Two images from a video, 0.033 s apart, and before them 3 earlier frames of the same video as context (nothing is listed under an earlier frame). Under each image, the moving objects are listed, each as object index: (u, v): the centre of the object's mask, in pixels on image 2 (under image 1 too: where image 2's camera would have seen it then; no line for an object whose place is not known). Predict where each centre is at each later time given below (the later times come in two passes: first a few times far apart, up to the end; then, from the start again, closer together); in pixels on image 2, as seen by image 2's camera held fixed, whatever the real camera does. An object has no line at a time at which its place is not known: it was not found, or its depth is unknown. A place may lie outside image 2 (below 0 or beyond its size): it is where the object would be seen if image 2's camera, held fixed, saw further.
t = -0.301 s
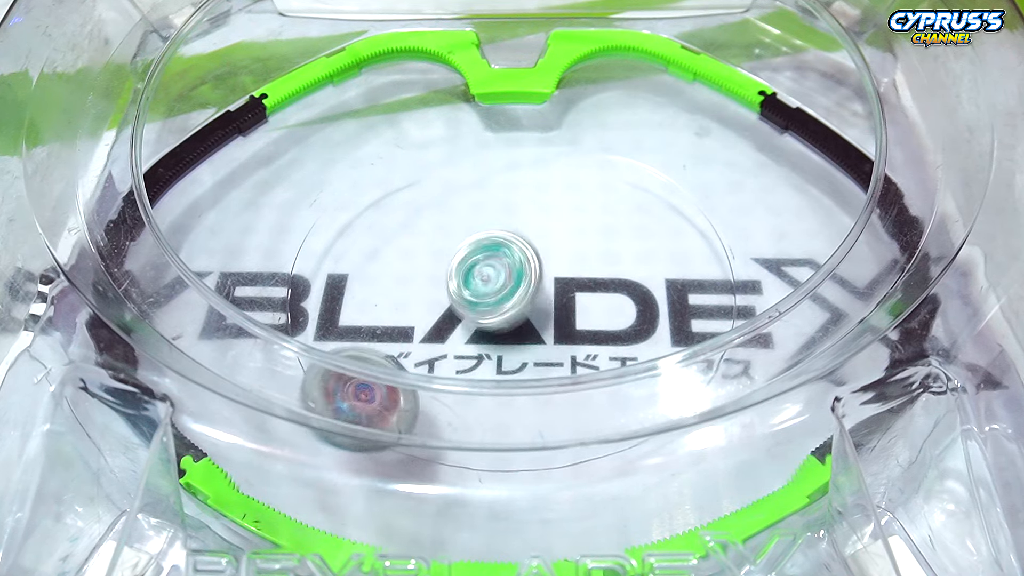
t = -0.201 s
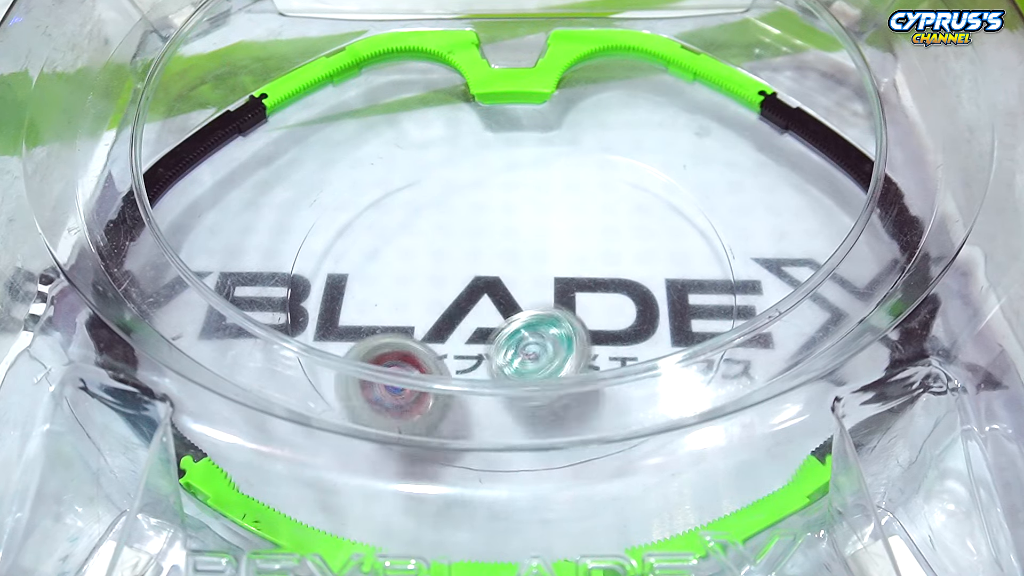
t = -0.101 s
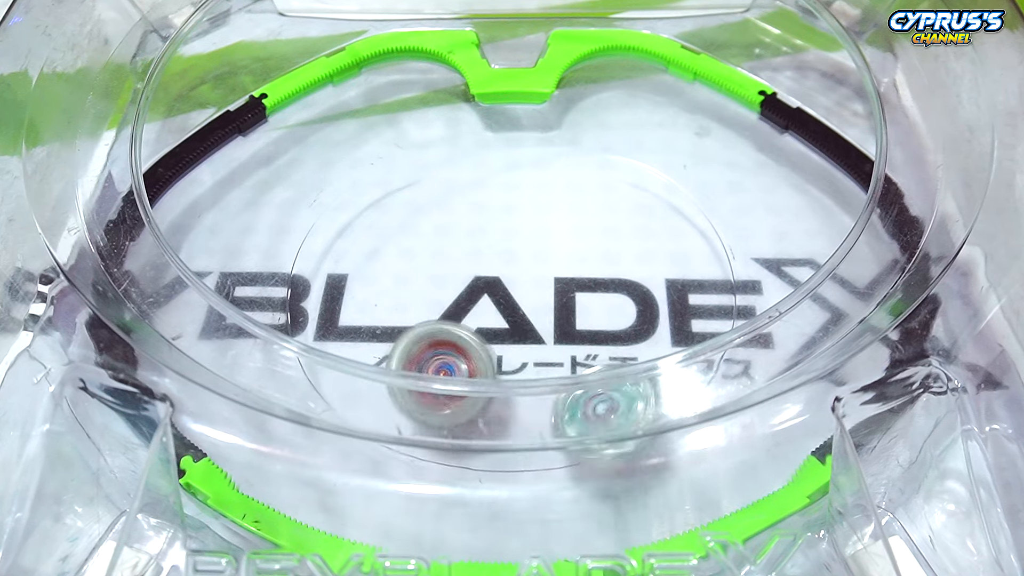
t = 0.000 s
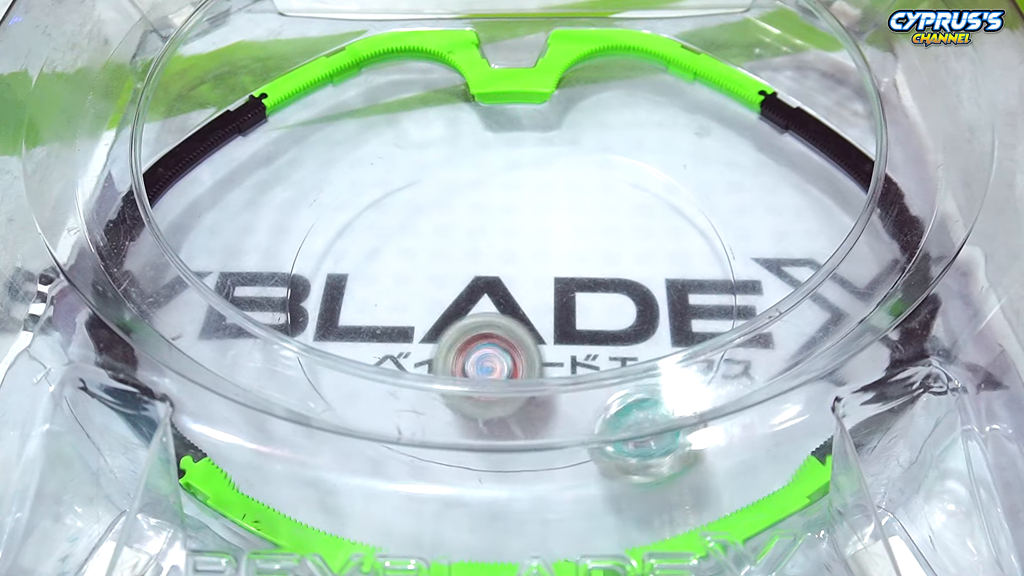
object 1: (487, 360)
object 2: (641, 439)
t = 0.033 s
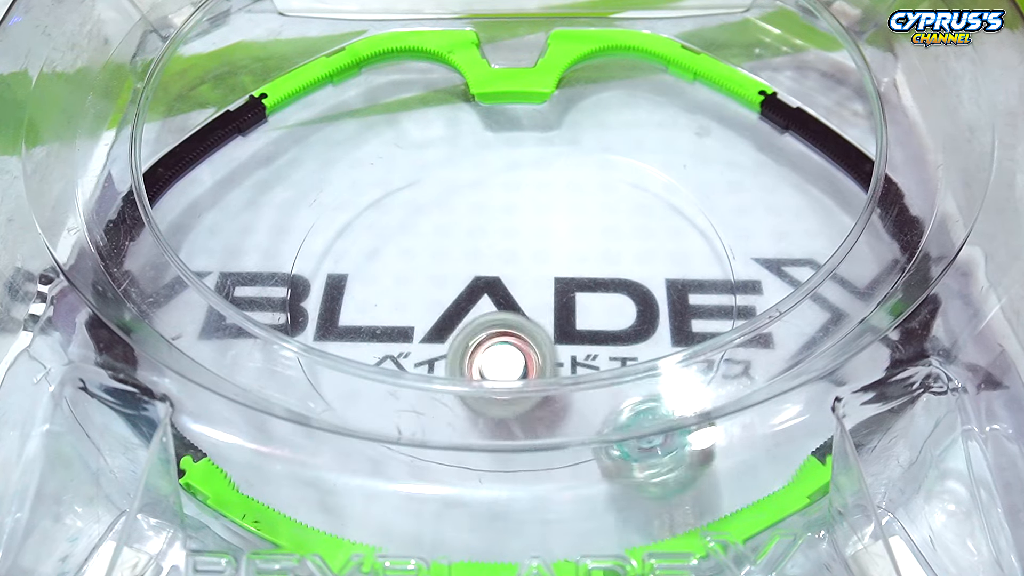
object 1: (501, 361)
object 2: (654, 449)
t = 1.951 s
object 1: (606, 247)
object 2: (432, 308)
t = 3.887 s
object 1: (456, 222)
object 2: (547, 310)
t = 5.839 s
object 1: (474, 311)
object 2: (560, 249)
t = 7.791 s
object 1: (569, 323)
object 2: (446, 262)
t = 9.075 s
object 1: (601, 276)
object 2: (496, 227)
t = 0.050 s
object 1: (508, 361)
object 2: (659, 459)
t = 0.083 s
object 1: (521, 358)
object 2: (664, 473)
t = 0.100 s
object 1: (529, 349)
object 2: (665, 478)
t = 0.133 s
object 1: (541, 348)
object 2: (663, 488)
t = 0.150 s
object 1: (548, 348)
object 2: (665, 489)
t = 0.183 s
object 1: (560, 347)
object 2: (671, 460)
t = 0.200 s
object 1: (565, 357)
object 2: (651, 436)
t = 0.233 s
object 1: (568, 346)
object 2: (672, 393)
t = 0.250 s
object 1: (560, 342)
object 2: (687, 388)
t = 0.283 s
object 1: (548, 337)
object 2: (716, 356)
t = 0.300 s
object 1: (542, 333)
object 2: (714, 353)
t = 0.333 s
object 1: (534, 323)
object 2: (721, 337)
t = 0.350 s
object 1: (530, 319)
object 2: (720, 329)
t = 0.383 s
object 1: (526, 309)
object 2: (712, 313)
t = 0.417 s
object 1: (524, 299)
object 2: (710, 305)
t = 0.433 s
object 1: (524, 296)
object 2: (705, 300)
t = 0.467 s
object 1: (524, 286)
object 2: (686, 287)
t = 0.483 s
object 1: (524, 284)
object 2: (675, 280)
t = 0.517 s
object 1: (524, 279)
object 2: (647, 263)
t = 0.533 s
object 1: (523, 278)
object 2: (632, 253)
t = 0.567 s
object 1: (520, 276)
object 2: (607, 237)
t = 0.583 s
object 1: (517, 275)
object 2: (592, 227)
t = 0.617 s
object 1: (513, 271)
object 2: (565, 211)
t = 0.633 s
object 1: (511, 269)
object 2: (551, 201)
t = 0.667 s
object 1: (509, 266)
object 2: (525, 184)
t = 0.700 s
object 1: (508, 262)
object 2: (497, 168)
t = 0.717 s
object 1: (508, 260)
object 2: (487, 162)
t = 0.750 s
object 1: (506, 256)
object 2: (460, 143)
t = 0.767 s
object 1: (506, 253)
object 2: (446, 134)
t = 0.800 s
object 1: (506, 249)
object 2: (423, 121)
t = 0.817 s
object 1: (507, 247)
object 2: (409, 115)
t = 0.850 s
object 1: (509, 243)
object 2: (390, 105)
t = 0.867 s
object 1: (510, 241)
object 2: (380, 98)
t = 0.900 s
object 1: (513, 238)
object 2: (367, 88)
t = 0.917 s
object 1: (514, 237)
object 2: (361, 82)
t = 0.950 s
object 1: (517, 234)
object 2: (351, 76)
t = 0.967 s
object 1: (519, 232)
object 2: (347, 71)
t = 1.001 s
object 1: (523, 231)
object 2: (340, 64)
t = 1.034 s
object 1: (527, 230)
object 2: (336, 59)
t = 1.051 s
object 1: (529, 229)
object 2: (334, 56)
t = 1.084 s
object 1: (533, 229)
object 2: (329, 55)
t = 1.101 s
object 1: (534, 229)
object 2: (328, 63)
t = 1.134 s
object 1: (538, 230)
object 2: (331, 90)
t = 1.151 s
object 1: (540, 231)
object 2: (333, 96)
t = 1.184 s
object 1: (543, 233)
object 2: (337, 125)
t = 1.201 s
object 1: (544, 234)
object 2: (341, 133)
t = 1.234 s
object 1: (547, 237)
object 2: (347, 156)
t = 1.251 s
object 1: (548, 238)
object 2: (353, 170)
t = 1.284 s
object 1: (549, 241)
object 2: (366, 193)
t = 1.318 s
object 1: (549, 245)
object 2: (392, 219)
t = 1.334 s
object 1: (549, 247)
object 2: (402, 230)
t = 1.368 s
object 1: (548, 251)
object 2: (435, 246)
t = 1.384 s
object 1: (549, 253)
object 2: (448, 252)
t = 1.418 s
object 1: (581, 260)
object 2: (434, 257)
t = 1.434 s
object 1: (597, 259)
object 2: (427, 259)
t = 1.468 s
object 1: (625, 264)
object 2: (415, 260)
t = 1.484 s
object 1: (636, 265)
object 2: (411, 263)
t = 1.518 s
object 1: (650, 268)
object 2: (409, 267)
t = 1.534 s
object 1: (653, 269)
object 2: (410, 271)
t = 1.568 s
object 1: (651, 273)
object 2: (411, 276)
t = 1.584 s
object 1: (649, 273)
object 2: (411, 278)
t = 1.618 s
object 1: (644, 272)
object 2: (413, 283)
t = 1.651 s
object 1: (641, 270)
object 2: (416, 287)
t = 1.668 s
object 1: (640, 270)
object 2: (417, 289)
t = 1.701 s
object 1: (638, 269)
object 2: (419, 293)
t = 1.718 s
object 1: (636, 268)
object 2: (421, 294)
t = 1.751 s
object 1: (630, 267)
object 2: (422, 297)
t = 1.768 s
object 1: (628, 265)
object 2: (423, 298)
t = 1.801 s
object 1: (623, 262)
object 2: (424, 300)
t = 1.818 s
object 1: (621, 262)
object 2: (426, 301)
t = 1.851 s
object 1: (618, 258)
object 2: (427, 303)
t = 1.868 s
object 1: (617, 258)
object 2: (428, 304)
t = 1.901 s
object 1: (612, 254)
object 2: (430, 306)
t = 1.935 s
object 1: (608, 250)
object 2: (432, 307)
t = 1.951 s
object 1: (606, 247)
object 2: (432, 308)
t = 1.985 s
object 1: (604, 243)
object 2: (434, 309)
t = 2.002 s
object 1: (603, 240)
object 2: (435, 309)
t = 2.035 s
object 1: (601, 235)
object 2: (437, 311)
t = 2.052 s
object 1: (600, 233)
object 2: (438, 311)
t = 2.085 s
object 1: (599, 228)
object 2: (440, 313)
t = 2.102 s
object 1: (598, 226)
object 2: (440, 313)
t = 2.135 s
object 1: (597, 222)
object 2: (443, 314)
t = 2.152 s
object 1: (596, 219)
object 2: (443, 315)
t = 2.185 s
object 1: (596, 215)
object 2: (445, 316)
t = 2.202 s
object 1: (596, 213)
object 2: (446, 316)
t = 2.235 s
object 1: (596, 209)
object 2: (448, 317)
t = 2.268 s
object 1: (596, 205)
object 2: (450, 318)
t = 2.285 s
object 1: (596, 204)
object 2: (451, 319)
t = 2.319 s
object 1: (596, 201)
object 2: (454, 319)
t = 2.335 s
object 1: (596, 201)
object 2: (455, 319)
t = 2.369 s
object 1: (595, 200)
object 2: (457, 320)
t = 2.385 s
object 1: (595, 199)
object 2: (458, 321)
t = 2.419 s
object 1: (594, 198)
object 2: (460, 321)
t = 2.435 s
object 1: (594, 198)
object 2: (461, 321)
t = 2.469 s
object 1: (594, 199)
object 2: (464, 322)
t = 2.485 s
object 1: (593, 199)
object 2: (465, 322)
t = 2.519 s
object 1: (590, 201)
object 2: (467, 322)
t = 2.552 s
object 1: (587, 202)
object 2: (469, 323)
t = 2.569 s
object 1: (585, 203)
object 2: (471, 323)
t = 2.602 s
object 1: (582, 205)
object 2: (473, 323)
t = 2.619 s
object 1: (580, 206)
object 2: (475, 323)
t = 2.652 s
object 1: (575, 208)
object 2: (477, 324)
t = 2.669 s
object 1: (573, 209)
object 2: (478, 324)
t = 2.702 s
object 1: (567, 210)
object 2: (481, 325)
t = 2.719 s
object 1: (564, 210)
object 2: (482, 324)
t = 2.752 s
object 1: (559, 211)
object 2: (484, 325)
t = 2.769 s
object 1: (556, 210)
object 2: (486, 325)
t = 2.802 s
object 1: (551, 210)
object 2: (488, 325)
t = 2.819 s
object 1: (548, 210)
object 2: (489, 325)
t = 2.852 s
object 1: (542, 209)
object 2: (491, 326)
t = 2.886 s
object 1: (537, 208)
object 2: (493, 325)
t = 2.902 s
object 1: (534, 207)
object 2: (494, 326)
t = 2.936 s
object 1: (530, 205)
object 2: (496, 326)
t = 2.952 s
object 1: (528, 204)
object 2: (497, 326)
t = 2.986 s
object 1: (523, 202)
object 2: (499, 326)
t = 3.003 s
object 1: (521, 200)
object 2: (500, 325)
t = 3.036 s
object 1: (517, 197)
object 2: (502, 325)
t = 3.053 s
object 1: (516, 196)
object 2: (503, 325)
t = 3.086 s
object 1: (513, 193)
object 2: (506, 325)
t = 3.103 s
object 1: (512, 192)
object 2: (506, 325)
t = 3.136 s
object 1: (510, 189)
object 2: (509, 325)
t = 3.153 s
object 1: (509, 188)
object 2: (510, 325)
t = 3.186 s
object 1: (508, 187)
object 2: (511, 324)
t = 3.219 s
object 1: (506, 185)
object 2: (513, 324)
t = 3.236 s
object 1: (506, 185)
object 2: (515, 324)
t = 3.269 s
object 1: (505, 184)
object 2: (516, 323)
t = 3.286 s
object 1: (504, 184)
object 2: (517, 323)
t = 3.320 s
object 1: (504, 184)
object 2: (519, 322)
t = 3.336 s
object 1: (505, 184)
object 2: (520, 323)
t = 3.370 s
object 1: (504, 186)
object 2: (521, 321)
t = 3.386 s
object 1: (504, 187)
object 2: (522, 321)
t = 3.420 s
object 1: (502, 190)
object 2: (524, 321)
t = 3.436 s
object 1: (501, 191)
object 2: (525, 321)
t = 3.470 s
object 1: (500, 193)
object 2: (527, 320)
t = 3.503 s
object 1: (499, 196)
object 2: (529, 319)
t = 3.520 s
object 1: (499, 198)
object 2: (529, 319)
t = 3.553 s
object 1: (496, 202)
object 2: (531, 318)
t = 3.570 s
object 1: (494, 204)
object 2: (533, 318)
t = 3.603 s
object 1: (491, 207)
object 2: (534, 317)
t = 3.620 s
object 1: (489, 209)
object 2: (535, 317)
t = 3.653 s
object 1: (486, 212)
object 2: (536, 316)
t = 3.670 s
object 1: (485, 213)
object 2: (537, 316)
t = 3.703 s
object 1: (481, 215)
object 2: (539, 315)
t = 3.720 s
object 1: (478, 216)
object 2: (539, 315)
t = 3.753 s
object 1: (474, 218)
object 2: (541, 314)
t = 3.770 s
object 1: (471, 219)
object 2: (542, 314)
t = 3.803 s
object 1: (467, 220)
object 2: (543, 313)
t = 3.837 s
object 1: (463, 222)
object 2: (545, 312)
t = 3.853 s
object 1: (461, 221)
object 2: (546, 312)
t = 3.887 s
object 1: (456, 222)
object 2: (547, 310)
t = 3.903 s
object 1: (454, 222)
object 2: (547, 311)
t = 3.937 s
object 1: (450, 222)
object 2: (548, 309)
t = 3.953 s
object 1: (448, 221)
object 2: (549, 309)
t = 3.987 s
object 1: (445, 220)
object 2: (550, 308)
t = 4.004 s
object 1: (443, 220)
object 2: (551, 308)
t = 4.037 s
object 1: (442, 219)
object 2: (552, 307)
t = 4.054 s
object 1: (441, 219)
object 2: (553, 307)
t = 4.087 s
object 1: (439, 219)
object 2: (553, 306)
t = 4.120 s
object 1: (439, 218)
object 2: (554, 305)
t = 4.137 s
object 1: (438, 218)
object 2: (554, 305)
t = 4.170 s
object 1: (438, 218)
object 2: (556, 303)
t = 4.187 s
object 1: (438, 218)
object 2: (556, 303)
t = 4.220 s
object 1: (440, 219)
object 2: (557, 302)
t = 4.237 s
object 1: (440, 219)
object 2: (557, 301)
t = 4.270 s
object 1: (441, 221)
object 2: (558, 300)
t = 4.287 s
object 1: (442, 222)
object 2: (559, 300)
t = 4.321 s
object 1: (442, 224)
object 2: (560, 299)
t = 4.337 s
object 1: (443, 225)
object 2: (560, 298)
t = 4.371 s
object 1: (445, 228)
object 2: (561, 297)
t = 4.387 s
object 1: (446, 229)
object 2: (562, 297)
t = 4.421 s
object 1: (447, 233)
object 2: (562, 296)
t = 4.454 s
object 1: (448, 237)
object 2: (563, 294)
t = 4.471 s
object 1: (448, 239)
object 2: (564, 293)
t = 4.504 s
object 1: (448, 243)
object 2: (564, 292)
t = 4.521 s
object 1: (448, 245)
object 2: (565, 292)
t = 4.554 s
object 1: (448, 248)
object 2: (565, 291)
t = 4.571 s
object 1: (448, 250)
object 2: (566, 290)
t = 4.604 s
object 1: (447, 254)
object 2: (566, 289)
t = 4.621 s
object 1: (446, 256)
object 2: (567, 288)
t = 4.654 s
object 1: (445, 260)
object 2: (567, 287)
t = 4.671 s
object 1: (443, 261)
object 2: (567, 286)
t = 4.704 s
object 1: (442, 265)
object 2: (568, 286)
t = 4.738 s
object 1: (440, 267)
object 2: (569, 284)
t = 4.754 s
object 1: (439, 268)
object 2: (569, 284)
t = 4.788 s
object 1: (436, 270)
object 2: (570, 283)
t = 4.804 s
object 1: (435, 271)
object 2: (570, 282)
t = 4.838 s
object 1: (432, 272)
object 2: (570, 281)
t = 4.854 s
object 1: (431, 272)
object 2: (570, 281)
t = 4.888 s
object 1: (430, 273)
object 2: (570, 280)
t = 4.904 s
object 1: (430, 273)
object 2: (570, 279)
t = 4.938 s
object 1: (429, 274)
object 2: (570, 278)
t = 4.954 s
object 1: (428, 274)
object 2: (570, 277)
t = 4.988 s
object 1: (428, 274)
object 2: (571, 275)
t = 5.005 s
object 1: (427, 273)
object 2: (570, 275)
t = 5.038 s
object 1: (428, 273)
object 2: (570, 274)
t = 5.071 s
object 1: (430, 272)
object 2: (570, 273)
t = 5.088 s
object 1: (431, 272)
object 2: (570, 272)
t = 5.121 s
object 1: (433, 273)
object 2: (570, 271)
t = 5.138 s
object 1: (434, 273)
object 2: (570, 270)
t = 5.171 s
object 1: (437, 274)
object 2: (570, 269)
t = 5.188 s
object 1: (438, 274)
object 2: (570, 268)
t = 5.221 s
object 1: (441, 275)
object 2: (569, 268)
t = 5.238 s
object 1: (443, 275)
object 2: (569, 266)
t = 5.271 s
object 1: (447, 276)
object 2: (569, 266)
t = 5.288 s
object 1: (449, 277)
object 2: (568, 264)
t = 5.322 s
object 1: (452, 280)
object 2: (568, 264)
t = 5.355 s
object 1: (456, 282)
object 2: (568, 262)
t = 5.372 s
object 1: (457, 283)
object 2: (568, 262)
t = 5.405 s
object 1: (460, 286)
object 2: (568, 260)
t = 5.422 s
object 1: (462, 287)
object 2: (567, 260)
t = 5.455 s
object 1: (465, 290)
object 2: (567, 259)
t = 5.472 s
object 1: (467, 292)
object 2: (567, 259)
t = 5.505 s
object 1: (469, 294)
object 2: (566, 257)
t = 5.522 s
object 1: (470, 296)
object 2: (566, 257)
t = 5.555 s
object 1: (472, 299)
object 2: (566, 255)
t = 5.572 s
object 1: (473, 300)
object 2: (566, 256)
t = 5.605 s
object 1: (474, 303)
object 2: (565, 254)
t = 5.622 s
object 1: (474, 304)
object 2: (565, 255)
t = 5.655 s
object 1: (474, 306)
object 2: (564, 253)
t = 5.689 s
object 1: (474, 308)
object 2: (564, 253)
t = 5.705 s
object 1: (474, 309)
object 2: (563, 252)
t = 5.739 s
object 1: (474, 310)
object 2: (562, 252)
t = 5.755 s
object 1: (474, 310)
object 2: (562, 251)
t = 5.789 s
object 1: (474, 311)
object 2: (561, 251)
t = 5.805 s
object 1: (474, 311)
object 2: (561, 249)
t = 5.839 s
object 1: (474, 311)
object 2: (560, 249)
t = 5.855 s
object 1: (474, 311)
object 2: (560, 249)
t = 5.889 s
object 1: (474, 310)
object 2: (559, 248)
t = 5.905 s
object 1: (474, 309)
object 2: (558, 248)
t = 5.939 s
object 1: (475, 308)
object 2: (557, 247)
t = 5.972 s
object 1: (477, 307)
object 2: (557, 246)
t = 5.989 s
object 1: (478, 307)
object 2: (556, 246)
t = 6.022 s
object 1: (480, 306)
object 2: (555, 245)
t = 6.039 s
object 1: (481, 305)
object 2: (555, 245)
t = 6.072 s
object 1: (484, 303)
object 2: (554, 244)
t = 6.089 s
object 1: (485, 302)
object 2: (554, 243)
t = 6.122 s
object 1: (485, 303)
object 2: (557, 240)
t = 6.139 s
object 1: (483, 303)
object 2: (559, 236)
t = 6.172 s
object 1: (482, 303)
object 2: (562, 231)
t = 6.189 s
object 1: (483, 301)
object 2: (563, 229)
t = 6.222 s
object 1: (488, 300)
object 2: (564, 227)
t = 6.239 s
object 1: (491, 300)
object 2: (564, 225)
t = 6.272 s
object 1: (495, 302)
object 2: (564, 225)
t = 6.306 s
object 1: (495, 304)
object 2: (564, 224)
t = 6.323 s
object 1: (495, 304)
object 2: (564, 224)
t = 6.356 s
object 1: (496, 302)
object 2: (562, 224)
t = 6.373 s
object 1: (498, 302)
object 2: (561, 225)
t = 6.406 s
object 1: (503, 301)
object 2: (557, 222)
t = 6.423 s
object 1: (505, 302)
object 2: (557, 223)
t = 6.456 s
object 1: (507, 303)
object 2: (556, 220)
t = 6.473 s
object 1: (508, 304)
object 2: (556, 220)
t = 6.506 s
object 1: (508, 304)
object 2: (555, 219)
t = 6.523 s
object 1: (509, 304)
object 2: (556, 220)
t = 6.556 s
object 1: (512, 303)
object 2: (554, 220)
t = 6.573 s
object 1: (514, 303)
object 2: (554, 221)
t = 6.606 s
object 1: (517, 303)
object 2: (551, 222)
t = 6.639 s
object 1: (518, 304)
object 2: (548, 223)
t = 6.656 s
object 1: (519, 304)
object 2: (545, 224)
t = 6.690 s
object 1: (520, 304)
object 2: (539, 222)
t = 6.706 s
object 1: (521, 303)
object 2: (536, 223)
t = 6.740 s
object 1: (523, 303)
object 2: (529, 224)
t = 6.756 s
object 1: (524, 303)
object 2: (525, 225)
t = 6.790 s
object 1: (526, 306)
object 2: (516, 222)
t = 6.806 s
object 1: (525, 314)
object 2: (513, 220)
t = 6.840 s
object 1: (521, 322)
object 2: (502, 211)
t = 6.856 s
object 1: (519, 324)
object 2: (497, 209)
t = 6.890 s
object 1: (517, 324)
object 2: (487, 202)
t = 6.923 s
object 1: (518, 323)
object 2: (478, 202)
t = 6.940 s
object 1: (519, 322)
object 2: (474, 200)
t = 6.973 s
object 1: (521, 321)
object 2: (468, 198)
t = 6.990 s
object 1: (522, 321)
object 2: (465, 197)
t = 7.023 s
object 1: (522, 321)
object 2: (463, 195)
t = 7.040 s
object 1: (521, 321)
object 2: (463, 196)
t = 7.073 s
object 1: (519, 319)
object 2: (462, 194)
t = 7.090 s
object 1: (519, 318)
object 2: (462, 196)
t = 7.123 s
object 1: (520, 315)
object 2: (461, 198)
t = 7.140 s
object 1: (521, 314)
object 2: (460, 200)
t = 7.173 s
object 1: (525, 312)
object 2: (457, 202)
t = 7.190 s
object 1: (526, 311)
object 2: (455, 203)
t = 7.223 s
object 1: (527, 310)
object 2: (452, 204)
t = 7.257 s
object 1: (528, 308)
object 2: (451, 205)
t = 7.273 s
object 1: (529, 307)
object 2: (451, 207)
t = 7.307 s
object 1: (531, 303)
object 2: (452, 210)
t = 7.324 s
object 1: (533, 301)
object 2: (452, 213)
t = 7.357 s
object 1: (538, 300)
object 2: (453, 219)
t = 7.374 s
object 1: (540, 299)
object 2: (453, 222)
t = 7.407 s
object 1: (543, 299)
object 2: (456, 231)
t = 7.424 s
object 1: (544, 299)
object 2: (457, 235)
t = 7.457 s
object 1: (545, 298)
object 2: (461, 246)
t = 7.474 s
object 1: (546, 297)
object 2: (462, 251)
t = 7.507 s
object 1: (556, 302)
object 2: (459, 255)
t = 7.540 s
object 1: (570, 311)
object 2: (450, 253)
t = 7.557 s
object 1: (574, 315)
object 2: (447, 255)
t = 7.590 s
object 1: (576, 321)
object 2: (444, 256)
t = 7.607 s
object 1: (576, 323)
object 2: (443, 255)
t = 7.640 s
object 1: (575, 324)
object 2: (441, 256)
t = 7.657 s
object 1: (575, 324)
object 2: (441, 256)
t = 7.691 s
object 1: (574, 323)
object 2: (443, 256)
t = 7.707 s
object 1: (574, 323)
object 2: (444, 256)
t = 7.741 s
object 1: (573, 322)
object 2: (446, 257)
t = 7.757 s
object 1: (572, 322)
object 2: (446, 259)
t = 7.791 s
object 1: (569, 323)
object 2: (446, 262)
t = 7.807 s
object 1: (567, 324)
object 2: (445, 262)
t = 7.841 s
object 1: (565, 322)
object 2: (444, 265)
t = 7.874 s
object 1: (562, 320)
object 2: (444, 264)
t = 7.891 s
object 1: (561, 318)
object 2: (444, 265)
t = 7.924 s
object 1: (560, 314)
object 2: (446, 265)
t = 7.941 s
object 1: (560, 313)
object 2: (447, 266)
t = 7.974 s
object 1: (560, 308)
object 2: (450, 268)
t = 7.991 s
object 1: (561, 305)
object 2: (452, 268)
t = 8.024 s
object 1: (563, 302)
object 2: (457, 273)
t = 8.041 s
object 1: (564, 300)
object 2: (459, 274)
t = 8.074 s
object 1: (567, 297)
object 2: (465, 279)
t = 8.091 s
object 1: (568, 295)
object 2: (468, 281)
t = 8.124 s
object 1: (573, 294)
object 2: (471, 283)
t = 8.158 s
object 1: (581, 295)
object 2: (472, 286)
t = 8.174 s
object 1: (584, 295)
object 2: (472, 286)
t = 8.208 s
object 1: (587, 293)
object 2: (474, 288)
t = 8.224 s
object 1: (589, 293)
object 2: (474, 288)
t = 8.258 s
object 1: (591, 294)
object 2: (473, 288)
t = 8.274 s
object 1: (591, 294)
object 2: (473, 288)
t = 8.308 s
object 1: (591, 293)
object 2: (473, 288)
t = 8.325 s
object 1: (591, 293)
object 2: (474, 287)
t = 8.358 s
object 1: (592, 292)
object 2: (477, 287)
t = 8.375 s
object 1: (592, 292)
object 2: (478, 287)
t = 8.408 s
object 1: (593, 293)
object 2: (481, 288)
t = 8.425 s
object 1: (592, 293)
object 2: (482, 288)
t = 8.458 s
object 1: (589, 294)
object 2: (484, 289)
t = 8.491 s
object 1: (605, 302)
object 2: (470, 287)
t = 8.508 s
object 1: (614, 304)
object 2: (459, 285)
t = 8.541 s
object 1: (631, 305)
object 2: (442, 278)
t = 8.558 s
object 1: (637, 308)
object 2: (434, 274)
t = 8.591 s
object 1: (640, 307)
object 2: (422, 266)
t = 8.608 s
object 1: (641, 306)
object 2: (417, 263)
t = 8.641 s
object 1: (641, 304)
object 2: (407, 256)
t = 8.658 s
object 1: (640, 304)
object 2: (404, 253)
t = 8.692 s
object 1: (640, 301)
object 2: (399, 246)
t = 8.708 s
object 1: (640, 299)
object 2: (397, 244)
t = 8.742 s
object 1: (639, 295)
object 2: (398, 239)
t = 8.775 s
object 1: (636, 289)
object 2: (400, 235)
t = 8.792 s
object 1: (635, 288)
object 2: (402, 233)
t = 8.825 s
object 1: (633, 282)
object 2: (406, 229)
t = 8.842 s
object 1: (632, 280)
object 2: (409, 227)
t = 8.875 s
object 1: (630, 277)
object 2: (417, 226)
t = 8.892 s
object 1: (630, 276)
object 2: (421, 225)
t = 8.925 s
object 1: (628, 273)
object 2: (431, 223)
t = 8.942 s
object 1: (627, 273)
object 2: (437, 223)
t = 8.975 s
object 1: (622, 277)
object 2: (450, 223)
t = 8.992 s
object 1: (618, 278)
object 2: (457, 224)
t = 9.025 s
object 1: (610, 278)
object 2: (473, 224)
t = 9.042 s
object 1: (607, 278)
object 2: (481, 226)
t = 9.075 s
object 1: (601, 276)
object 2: (496, 227)
